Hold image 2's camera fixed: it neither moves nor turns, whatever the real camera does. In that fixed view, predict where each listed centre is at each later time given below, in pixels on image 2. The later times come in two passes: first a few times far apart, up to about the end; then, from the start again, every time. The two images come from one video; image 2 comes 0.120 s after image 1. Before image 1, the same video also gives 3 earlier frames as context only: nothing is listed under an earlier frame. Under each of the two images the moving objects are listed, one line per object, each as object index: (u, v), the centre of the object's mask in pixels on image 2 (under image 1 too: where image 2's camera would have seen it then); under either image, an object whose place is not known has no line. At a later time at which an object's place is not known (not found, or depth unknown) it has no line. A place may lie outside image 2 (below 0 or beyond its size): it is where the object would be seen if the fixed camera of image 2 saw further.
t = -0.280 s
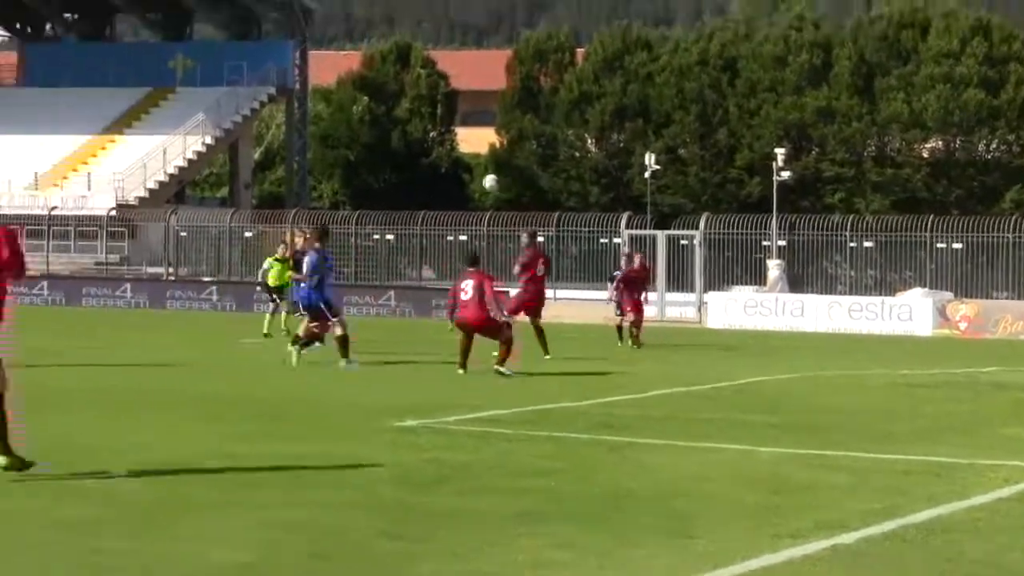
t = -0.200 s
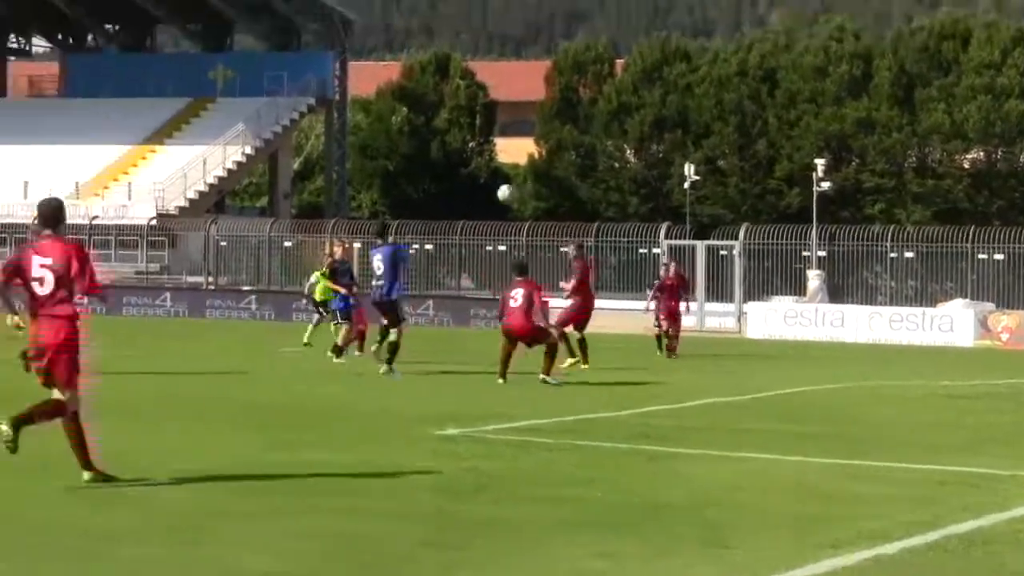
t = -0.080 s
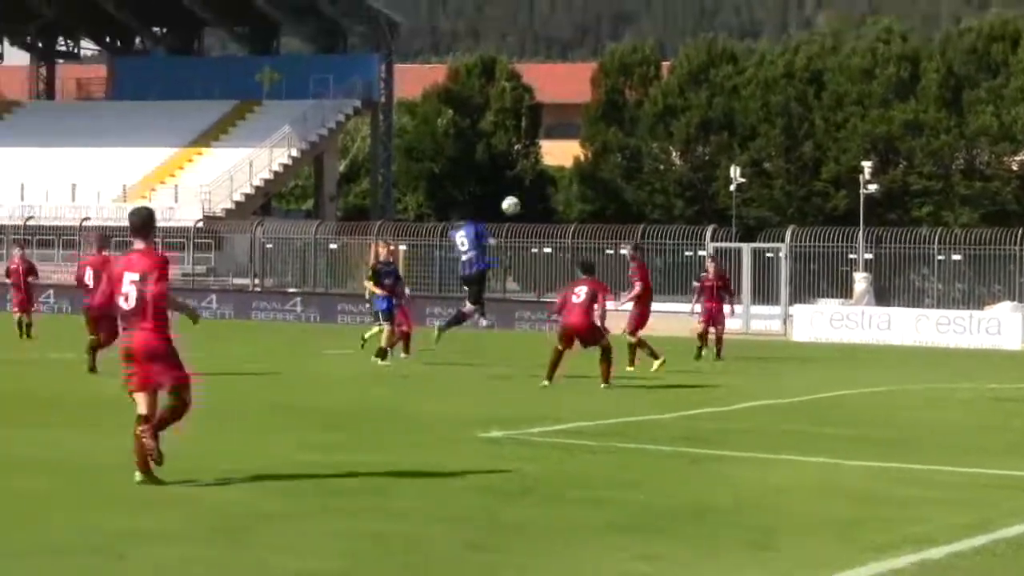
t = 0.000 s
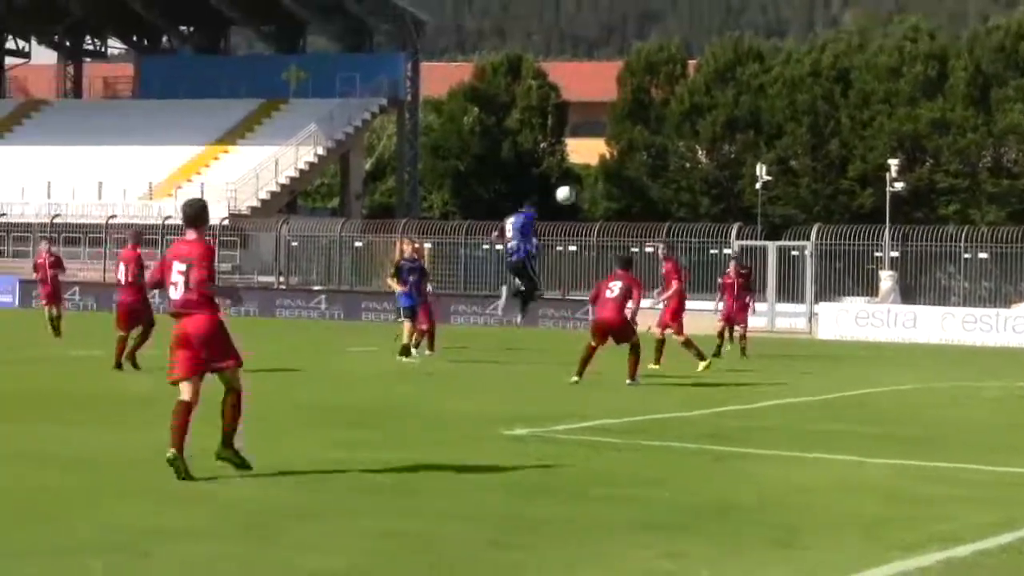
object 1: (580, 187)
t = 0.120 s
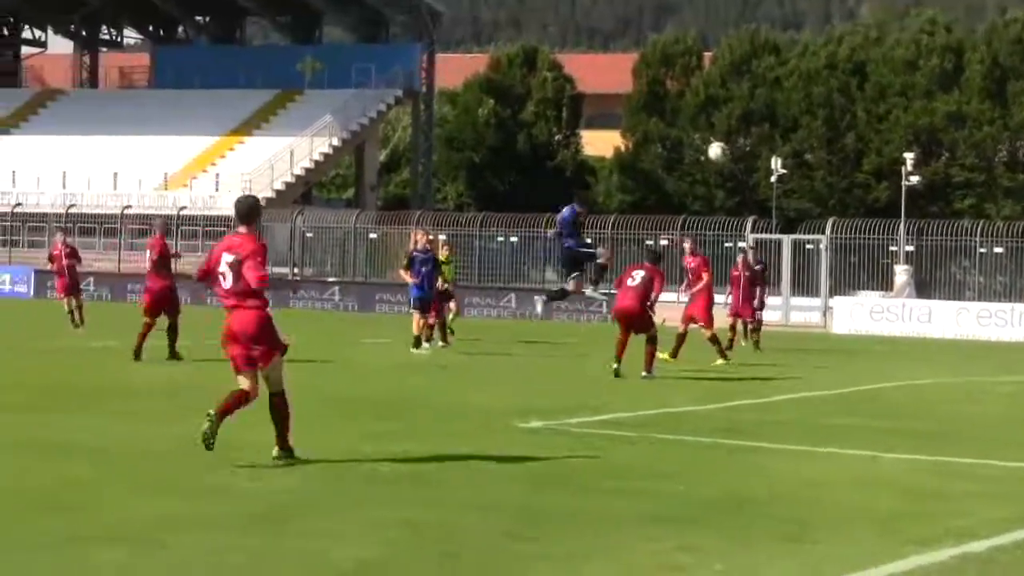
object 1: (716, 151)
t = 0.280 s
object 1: (910, 120)
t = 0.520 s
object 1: (1238, 112)
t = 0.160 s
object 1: (764, 142)
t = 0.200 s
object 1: (811, 133)
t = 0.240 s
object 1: (859, 125)
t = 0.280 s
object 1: (910, 120)
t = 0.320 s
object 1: (961, 115)
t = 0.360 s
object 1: (1013, 112)
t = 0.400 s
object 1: (1066, 109)
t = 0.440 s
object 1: (1122, 108)
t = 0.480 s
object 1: (1179, 108)
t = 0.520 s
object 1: (1238, 112)
